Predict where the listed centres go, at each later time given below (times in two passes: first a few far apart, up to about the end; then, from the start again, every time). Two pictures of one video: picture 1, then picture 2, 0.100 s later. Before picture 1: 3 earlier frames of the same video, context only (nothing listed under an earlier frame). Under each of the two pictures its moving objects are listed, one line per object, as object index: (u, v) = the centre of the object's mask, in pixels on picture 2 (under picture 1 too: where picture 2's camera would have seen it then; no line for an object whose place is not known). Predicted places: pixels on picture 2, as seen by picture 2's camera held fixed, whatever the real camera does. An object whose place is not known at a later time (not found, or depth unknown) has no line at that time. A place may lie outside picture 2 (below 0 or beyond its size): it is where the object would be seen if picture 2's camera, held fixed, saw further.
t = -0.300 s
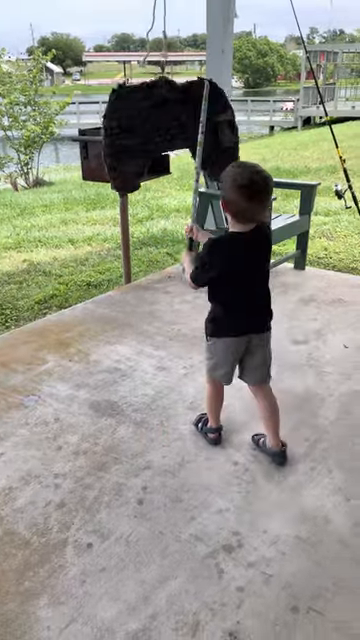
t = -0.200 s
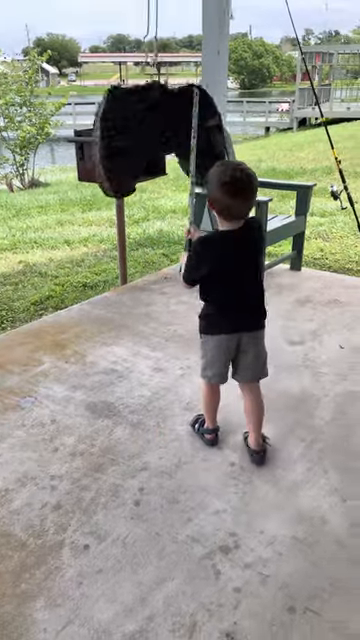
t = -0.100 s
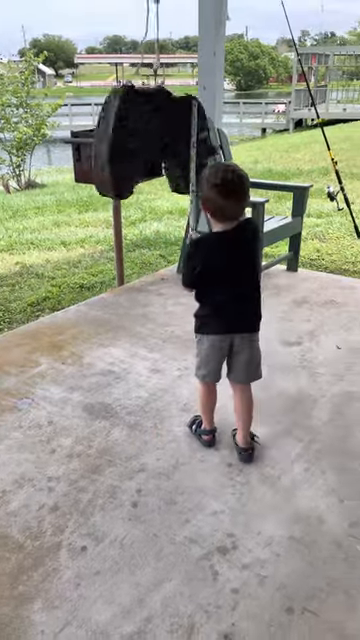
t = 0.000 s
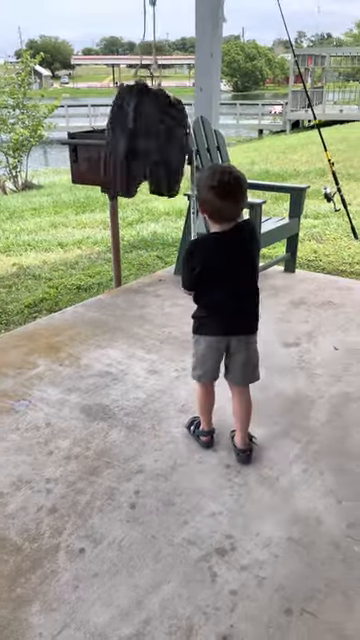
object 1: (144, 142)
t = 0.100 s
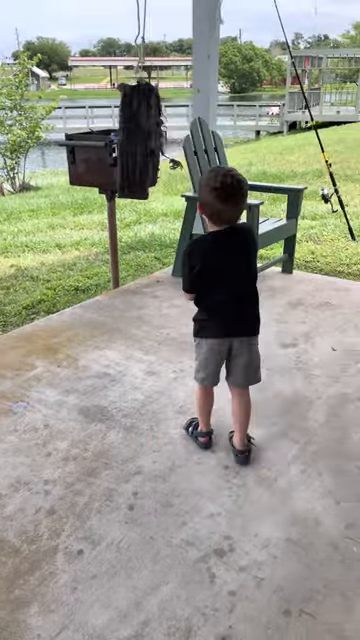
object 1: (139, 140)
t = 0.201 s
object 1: (143, 138)
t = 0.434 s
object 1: (143, 139)
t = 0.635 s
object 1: (148, 133)
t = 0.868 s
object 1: (159, 142)
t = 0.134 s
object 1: (141, 140)
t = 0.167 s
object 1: (142, 139)
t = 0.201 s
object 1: (143, 138)
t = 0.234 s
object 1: (144, 139)
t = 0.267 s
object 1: (145, 139)
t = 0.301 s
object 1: (145, 140)
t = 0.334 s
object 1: (145, 140)
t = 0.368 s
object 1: (145, 139)
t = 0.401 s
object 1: (143, 139)
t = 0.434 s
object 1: (143, 139)
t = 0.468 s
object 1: (143, 138)
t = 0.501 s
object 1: (141, 138)
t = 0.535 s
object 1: (142, 135)
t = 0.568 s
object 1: (143, 134)
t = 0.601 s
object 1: (146, 133)
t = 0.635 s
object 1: (148, 133)
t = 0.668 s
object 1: (150, 134)
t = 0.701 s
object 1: (152, 132)
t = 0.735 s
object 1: (153, 133)
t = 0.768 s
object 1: (155, 136)
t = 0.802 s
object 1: (156, 137)
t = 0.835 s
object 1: (158, 139)
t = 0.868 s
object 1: (159, 142)
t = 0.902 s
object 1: (159, 145)
